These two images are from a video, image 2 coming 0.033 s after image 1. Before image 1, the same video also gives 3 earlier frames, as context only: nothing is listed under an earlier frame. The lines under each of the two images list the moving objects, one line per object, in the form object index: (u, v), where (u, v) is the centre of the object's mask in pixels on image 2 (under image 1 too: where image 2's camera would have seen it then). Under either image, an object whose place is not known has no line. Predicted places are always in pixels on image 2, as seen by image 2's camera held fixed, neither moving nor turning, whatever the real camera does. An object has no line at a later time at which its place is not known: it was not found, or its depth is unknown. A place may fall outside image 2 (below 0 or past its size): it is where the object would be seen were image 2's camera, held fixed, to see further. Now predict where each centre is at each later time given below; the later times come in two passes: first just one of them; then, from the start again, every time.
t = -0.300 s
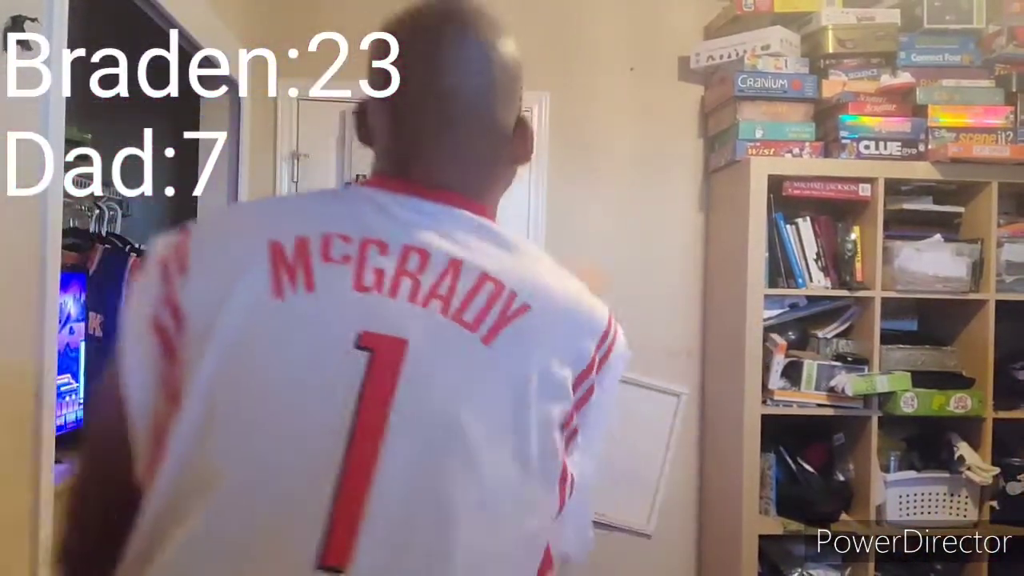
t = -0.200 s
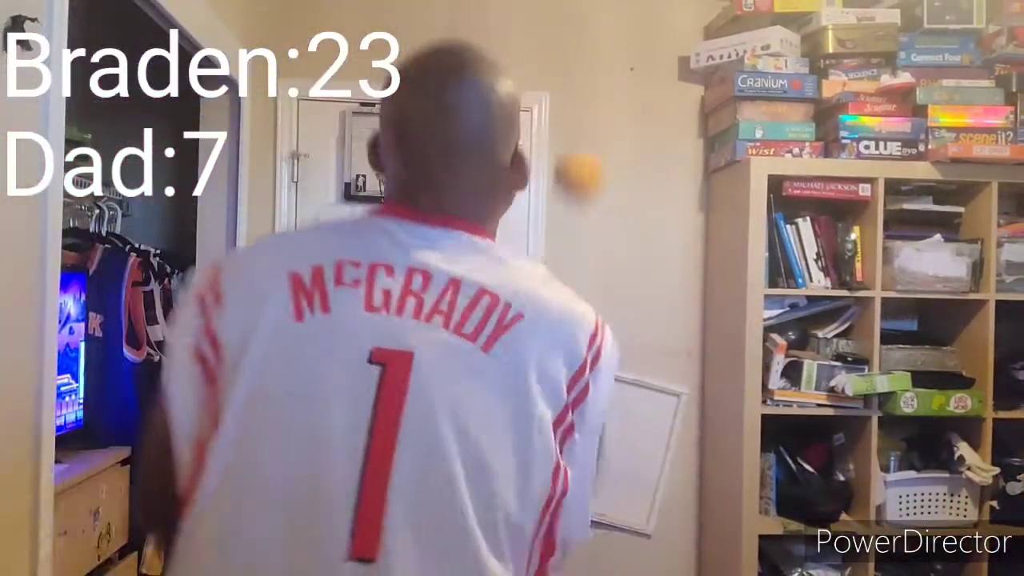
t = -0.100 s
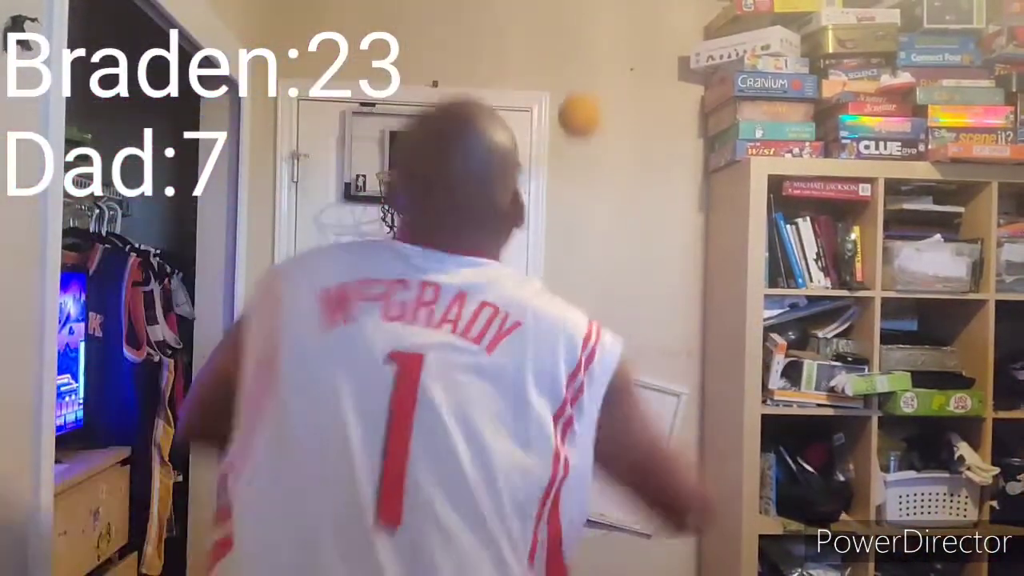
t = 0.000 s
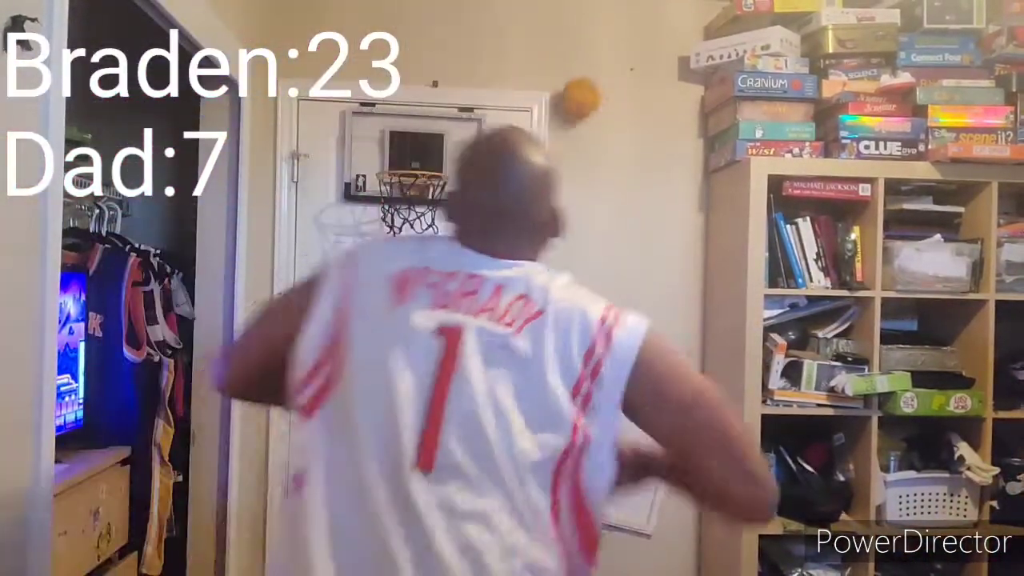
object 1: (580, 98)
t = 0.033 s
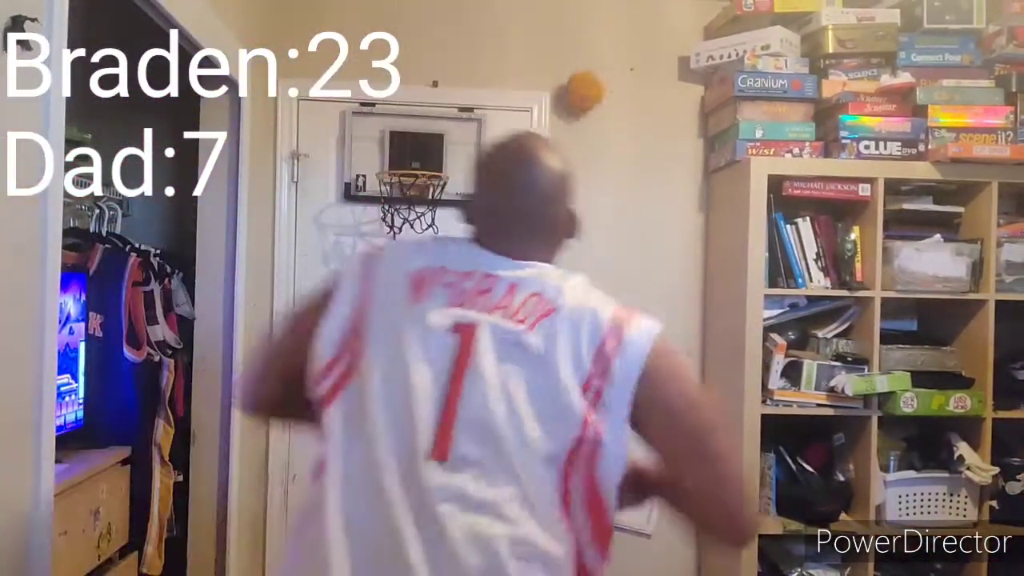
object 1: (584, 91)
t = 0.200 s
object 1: (627, 70)
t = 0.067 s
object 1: (593, 80)
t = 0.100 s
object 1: (601, 72)
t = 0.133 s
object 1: (610, 68)
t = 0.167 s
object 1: (619, 67)
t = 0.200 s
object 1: (627, 70)
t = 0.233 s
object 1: (637, 77)
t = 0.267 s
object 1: (646, 88)
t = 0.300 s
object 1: (656, 103)
